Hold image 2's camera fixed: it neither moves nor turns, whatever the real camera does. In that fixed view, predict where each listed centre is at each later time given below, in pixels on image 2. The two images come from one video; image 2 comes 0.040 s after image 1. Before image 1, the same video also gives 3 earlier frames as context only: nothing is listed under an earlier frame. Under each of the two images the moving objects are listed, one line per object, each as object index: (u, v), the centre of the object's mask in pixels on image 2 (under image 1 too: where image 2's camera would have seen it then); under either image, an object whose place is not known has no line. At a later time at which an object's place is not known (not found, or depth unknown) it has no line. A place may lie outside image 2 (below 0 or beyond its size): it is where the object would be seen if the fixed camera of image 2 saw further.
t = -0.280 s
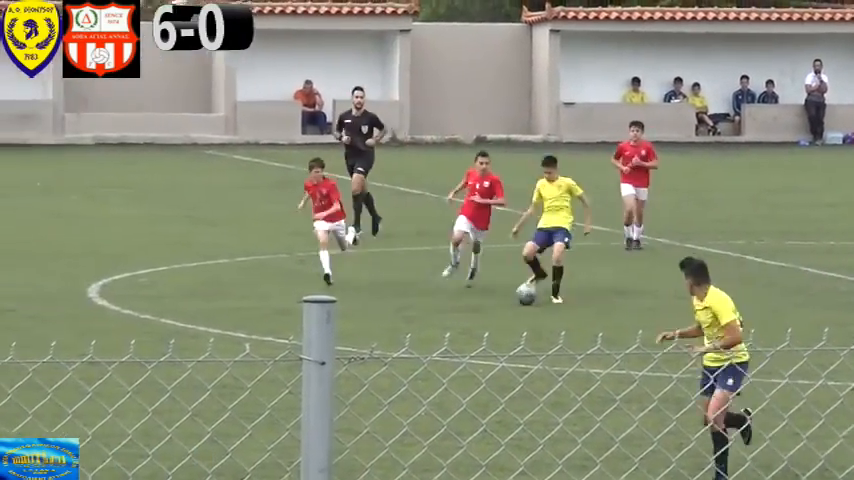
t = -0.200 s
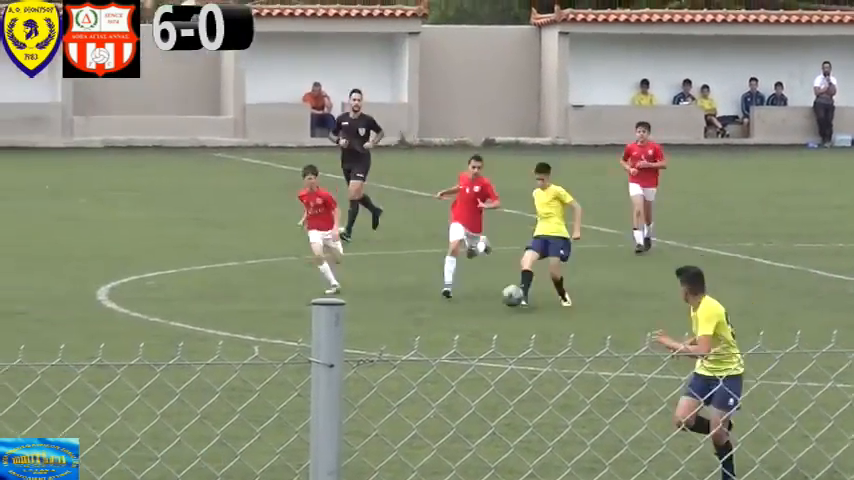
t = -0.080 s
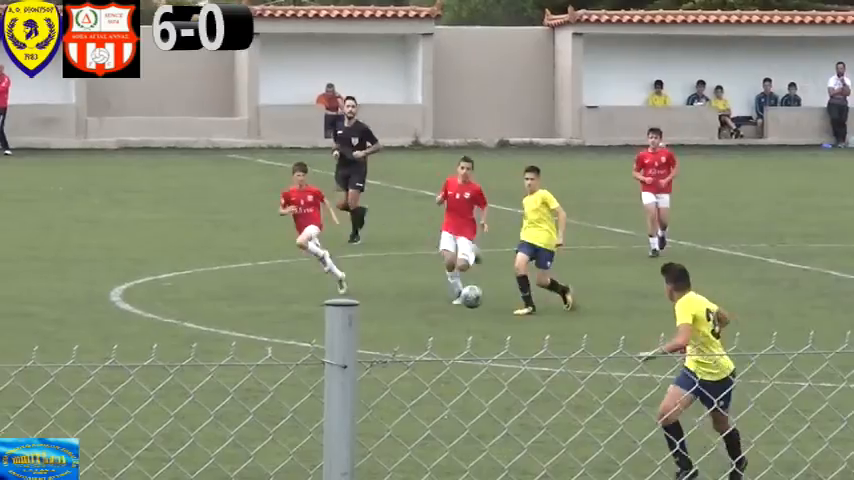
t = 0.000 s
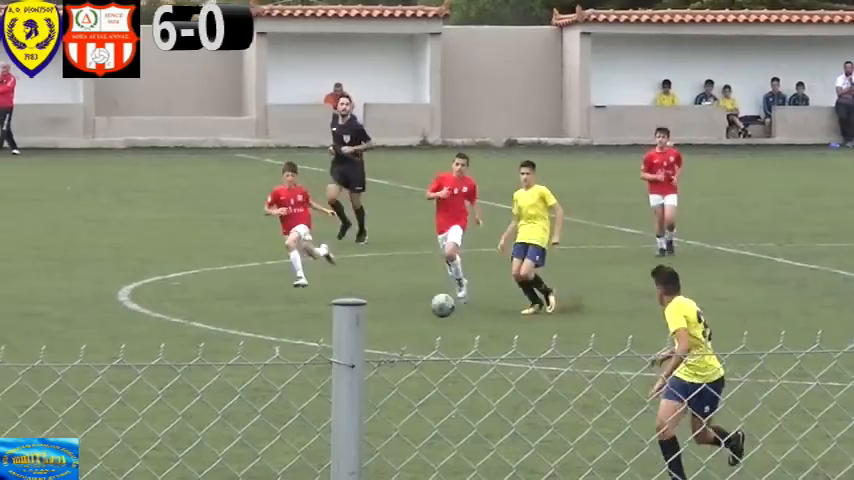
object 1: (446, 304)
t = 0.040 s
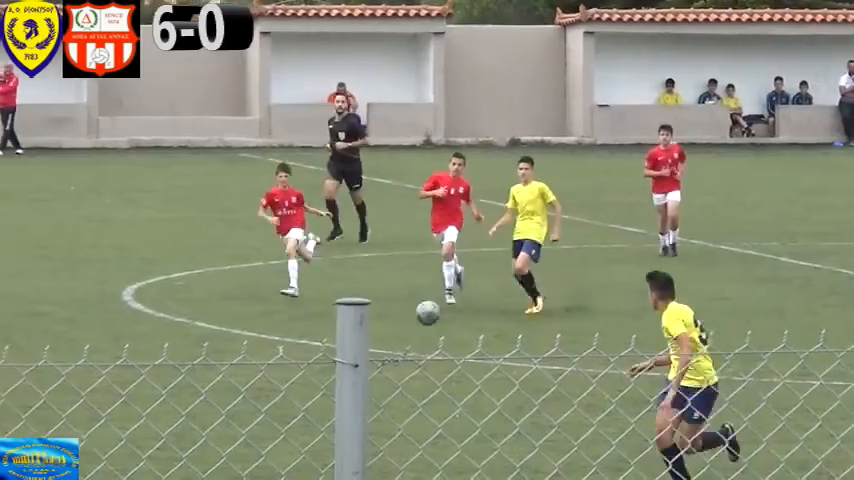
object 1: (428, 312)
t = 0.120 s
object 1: (390, 334)
